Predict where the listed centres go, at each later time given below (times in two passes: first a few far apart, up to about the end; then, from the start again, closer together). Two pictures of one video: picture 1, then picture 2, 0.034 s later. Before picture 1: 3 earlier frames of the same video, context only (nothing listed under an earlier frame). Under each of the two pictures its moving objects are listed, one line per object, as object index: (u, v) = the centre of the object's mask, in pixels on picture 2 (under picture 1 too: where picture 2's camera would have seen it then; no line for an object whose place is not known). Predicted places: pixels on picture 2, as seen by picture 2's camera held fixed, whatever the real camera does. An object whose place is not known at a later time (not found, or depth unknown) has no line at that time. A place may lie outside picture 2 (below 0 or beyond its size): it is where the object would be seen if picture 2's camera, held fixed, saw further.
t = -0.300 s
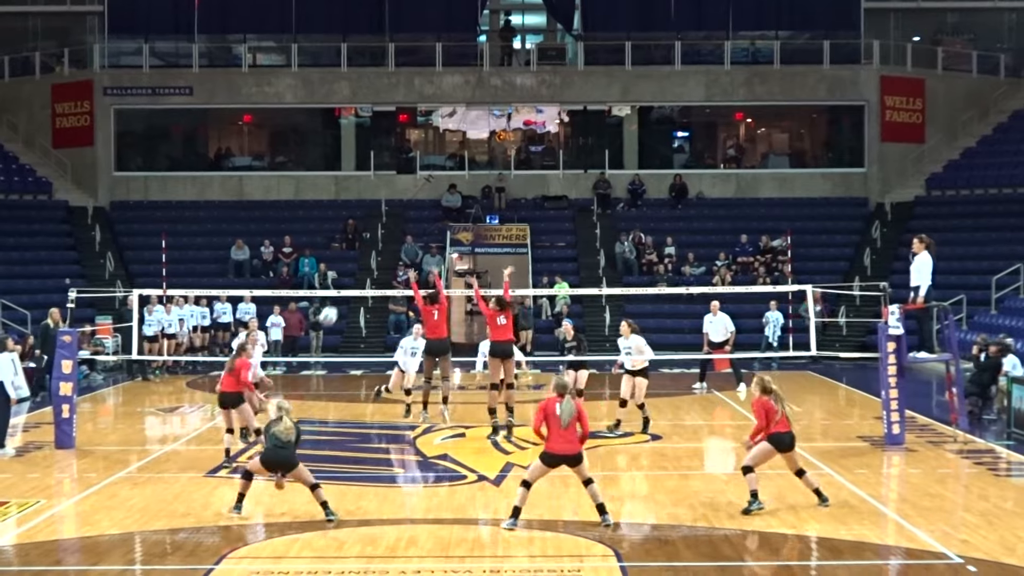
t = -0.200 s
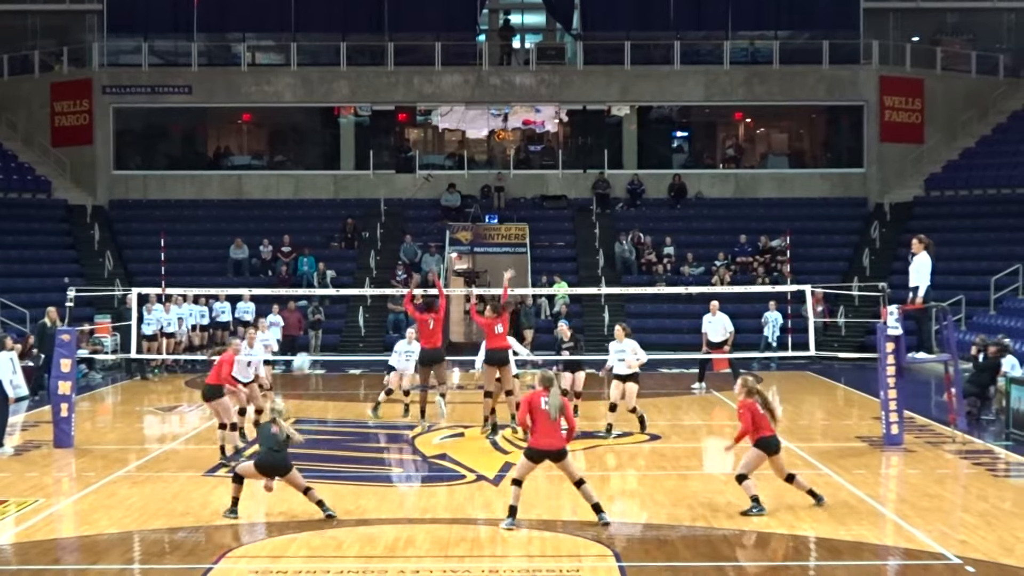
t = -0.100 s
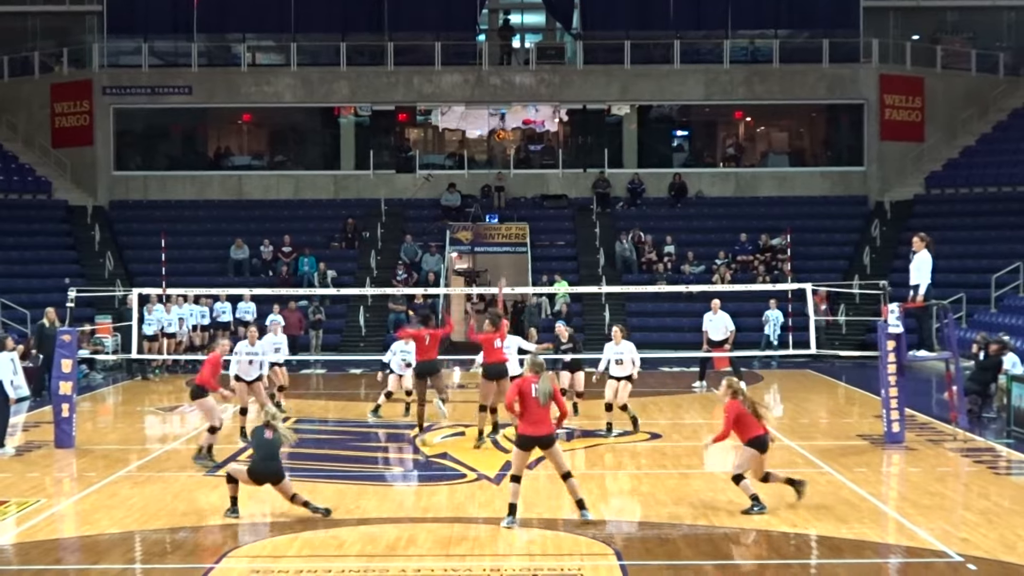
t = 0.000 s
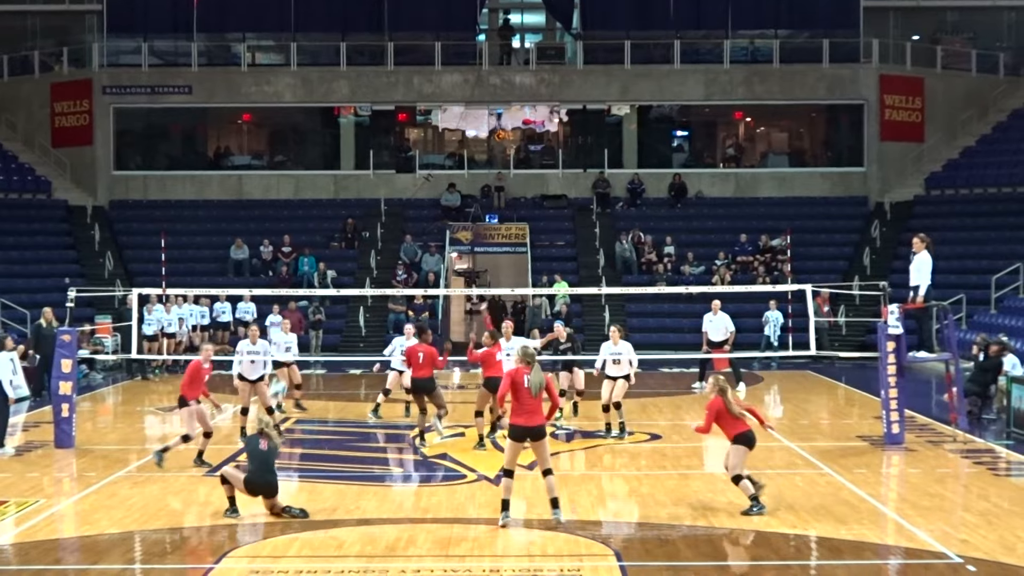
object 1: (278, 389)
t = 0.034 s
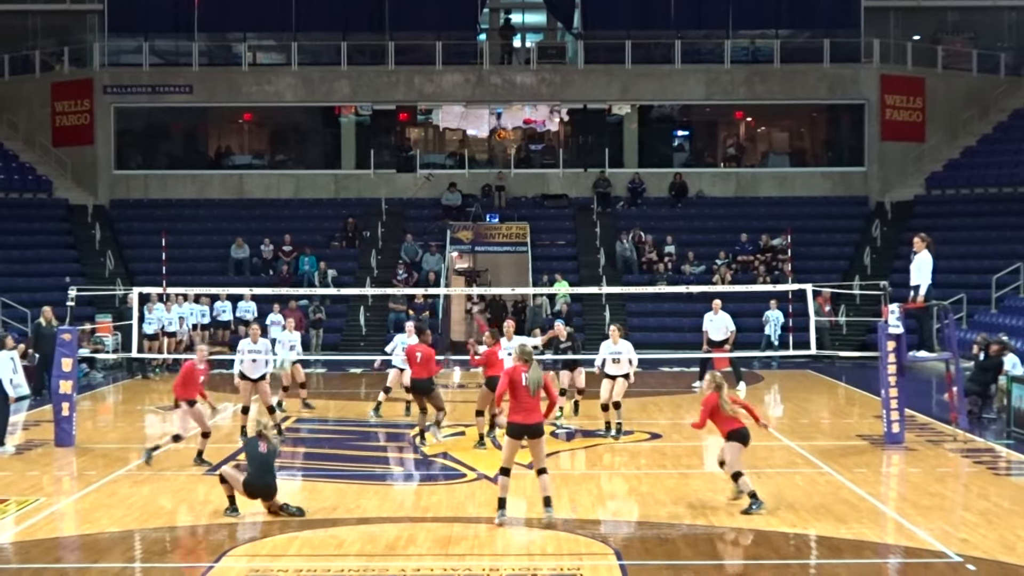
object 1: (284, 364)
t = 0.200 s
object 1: (311, 246)
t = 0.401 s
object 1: (343, 147)
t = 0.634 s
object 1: (379, 78)
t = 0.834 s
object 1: (409, 55)
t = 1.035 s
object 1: (438, 64)
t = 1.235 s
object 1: (465, 103)
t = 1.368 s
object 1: (483, 145)
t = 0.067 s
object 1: (289, 336)
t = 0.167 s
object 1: (305, 268)
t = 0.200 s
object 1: (311, 246)
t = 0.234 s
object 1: (316, 228)
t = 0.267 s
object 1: (322, 210)
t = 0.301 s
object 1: (327, 193)
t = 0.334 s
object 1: (333, 175)
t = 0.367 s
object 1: (338, 161)
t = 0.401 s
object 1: (343, 147)
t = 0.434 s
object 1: (349, 133)
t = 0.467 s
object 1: (354, 122)
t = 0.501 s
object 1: (359, 112)
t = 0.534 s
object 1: (364, 103)
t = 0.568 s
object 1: (369, 93)
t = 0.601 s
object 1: (374, 84)
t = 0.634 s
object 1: (379, 78)
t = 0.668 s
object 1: (384, 71)
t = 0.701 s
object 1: (389, 66)
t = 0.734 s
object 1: (394, 62)
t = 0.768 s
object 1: (399, 59)
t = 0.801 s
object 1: (404, 57)
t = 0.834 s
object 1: (409, 55)
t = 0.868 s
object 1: (414, 55)
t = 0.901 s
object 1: (419, 55)
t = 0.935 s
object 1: (424, 56)
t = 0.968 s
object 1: (428, 58)
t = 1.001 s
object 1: (433, 61)
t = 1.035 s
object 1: (438, 64)
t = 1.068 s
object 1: (443, 68)
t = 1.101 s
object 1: (447, 74)
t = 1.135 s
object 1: (452, 80)
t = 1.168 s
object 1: (456, 87)
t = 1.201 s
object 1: (461, 95)
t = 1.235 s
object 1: (465, 103)
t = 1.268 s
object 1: (470, 112)
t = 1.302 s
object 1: (474, 121)
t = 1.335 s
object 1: (480, 133)
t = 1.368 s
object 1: (483, 145)
